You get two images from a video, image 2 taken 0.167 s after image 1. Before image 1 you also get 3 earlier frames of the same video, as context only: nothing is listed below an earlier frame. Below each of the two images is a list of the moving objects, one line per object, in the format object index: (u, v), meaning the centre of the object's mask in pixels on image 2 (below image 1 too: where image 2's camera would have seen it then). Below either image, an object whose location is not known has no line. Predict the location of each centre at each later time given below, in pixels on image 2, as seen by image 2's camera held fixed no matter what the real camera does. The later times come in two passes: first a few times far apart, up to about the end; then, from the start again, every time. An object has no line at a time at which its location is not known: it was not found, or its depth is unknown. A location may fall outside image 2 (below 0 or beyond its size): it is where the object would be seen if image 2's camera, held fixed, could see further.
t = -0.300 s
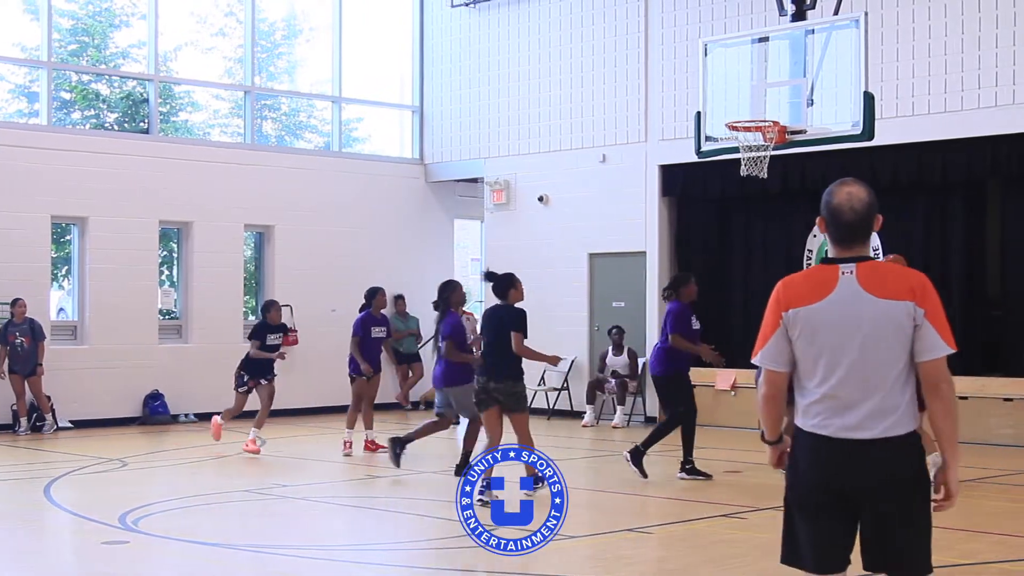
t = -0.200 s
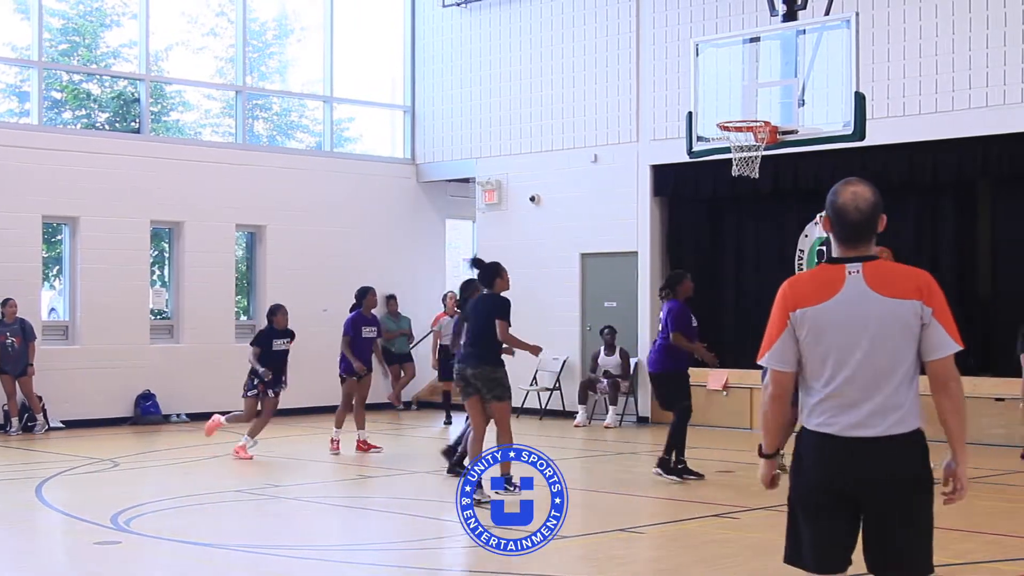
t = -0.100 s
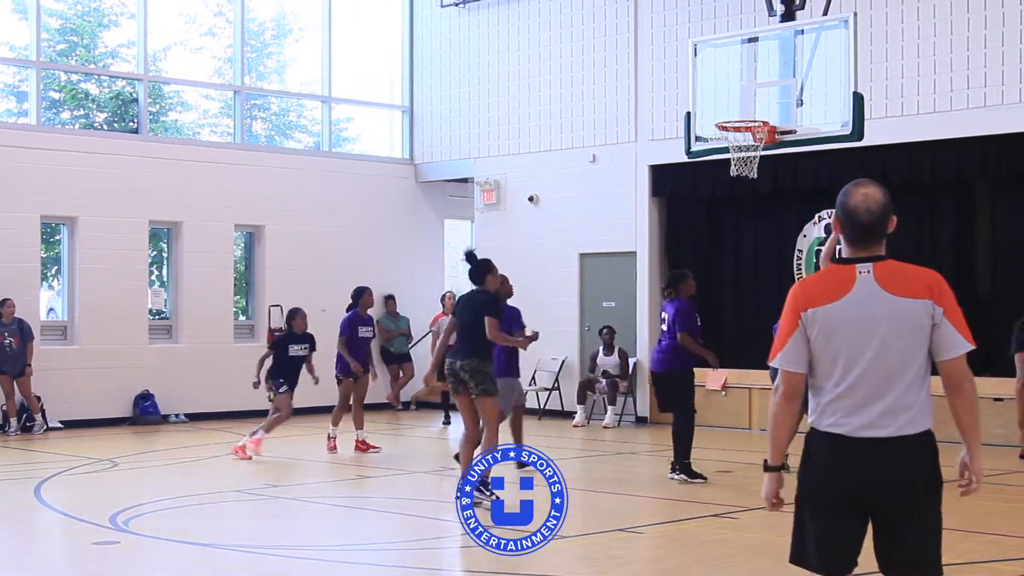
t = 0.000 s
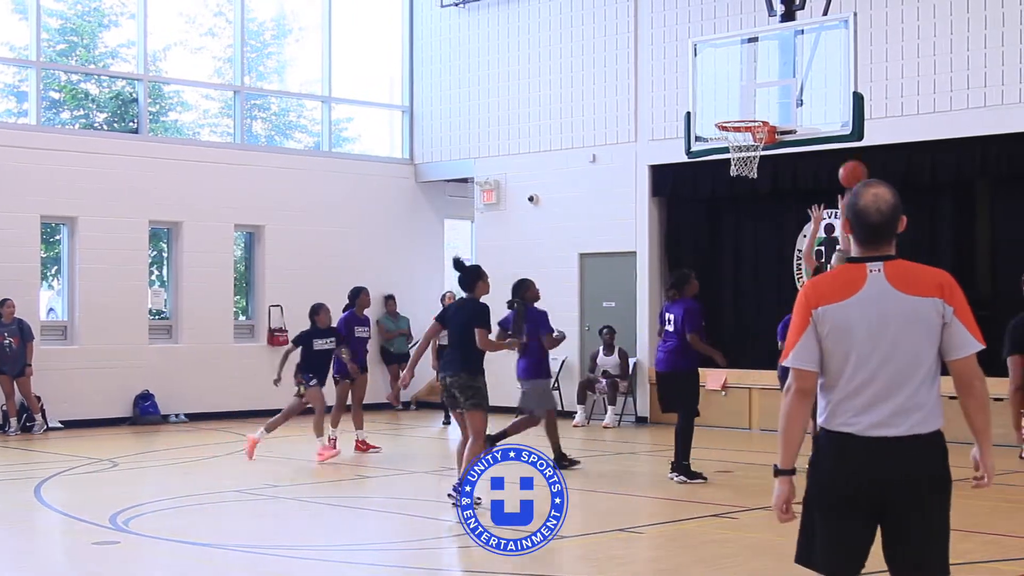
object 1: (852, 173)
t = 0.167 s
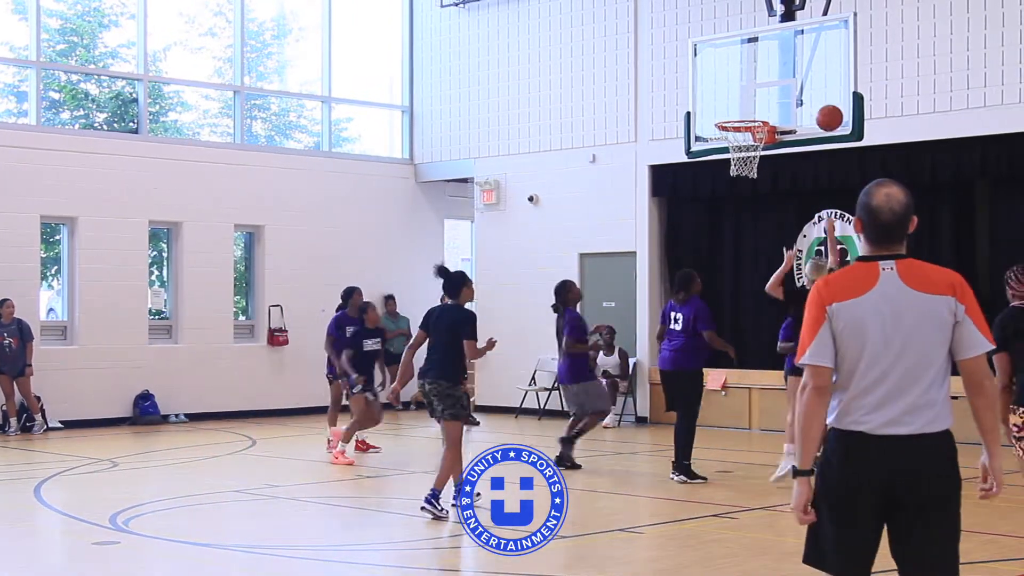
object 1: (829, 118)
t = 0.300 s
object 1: (812, 97)
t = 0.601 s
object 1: (770, 105)
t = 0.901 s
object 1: (758, 104)
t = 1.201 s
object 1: (728, 133)
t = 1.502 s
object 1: (747, 214)
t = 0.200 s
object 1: (825, 111)
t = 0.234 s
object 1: (821, 105)
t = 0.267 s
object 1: (816, 101)
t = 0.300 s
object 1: (812, 97)
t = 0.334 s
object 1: (808, 95)
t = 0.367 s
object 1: (803, 95)
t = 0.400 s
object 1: (800, 95)
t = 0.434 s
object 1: (796, 97)
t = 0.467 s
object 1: (790, 99)
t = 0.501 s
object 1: (783, 102)
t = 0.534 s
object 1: (776, 107)
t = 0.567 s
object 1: (771, 111)
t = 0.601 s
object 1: (770, 105)
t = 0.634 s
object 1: (768, 100)
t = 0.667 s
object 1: (767, 96)
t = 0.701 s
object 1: (766, 94)
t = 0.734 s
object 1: (764, 92)
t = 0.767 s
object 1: (763, 92)
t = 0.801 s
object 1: (762, 93)
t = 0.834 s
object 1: (760, 96)
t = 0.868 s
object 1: (759, 99)
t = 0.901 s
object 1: (758, 104)
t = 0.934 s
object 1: (757, 110)
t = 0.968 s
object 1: (753, 111)
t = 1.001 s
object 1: (749, 110)
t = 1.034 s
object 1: (745, 111)
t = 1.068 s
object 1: (741, 112)
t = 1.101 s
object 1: (736, 114)
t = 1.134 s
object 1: (732, 123)
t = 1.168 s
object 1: (728, 129)
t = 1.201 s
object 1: (728, 133)
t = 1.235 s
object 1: (730, 139)
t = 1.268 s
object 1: (732, 144)
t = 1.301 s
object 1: (734, 151)
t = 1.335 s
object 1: (736, 159)
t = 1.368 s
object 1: (738, 168)
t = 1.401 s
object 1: (740, 180)
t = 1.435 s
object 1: (742, 189)
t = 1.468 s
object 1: (745, 201)
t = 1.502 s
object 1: (747, 214)
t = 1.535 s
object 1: (749, 229)
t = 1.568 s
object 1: (751, 245)
